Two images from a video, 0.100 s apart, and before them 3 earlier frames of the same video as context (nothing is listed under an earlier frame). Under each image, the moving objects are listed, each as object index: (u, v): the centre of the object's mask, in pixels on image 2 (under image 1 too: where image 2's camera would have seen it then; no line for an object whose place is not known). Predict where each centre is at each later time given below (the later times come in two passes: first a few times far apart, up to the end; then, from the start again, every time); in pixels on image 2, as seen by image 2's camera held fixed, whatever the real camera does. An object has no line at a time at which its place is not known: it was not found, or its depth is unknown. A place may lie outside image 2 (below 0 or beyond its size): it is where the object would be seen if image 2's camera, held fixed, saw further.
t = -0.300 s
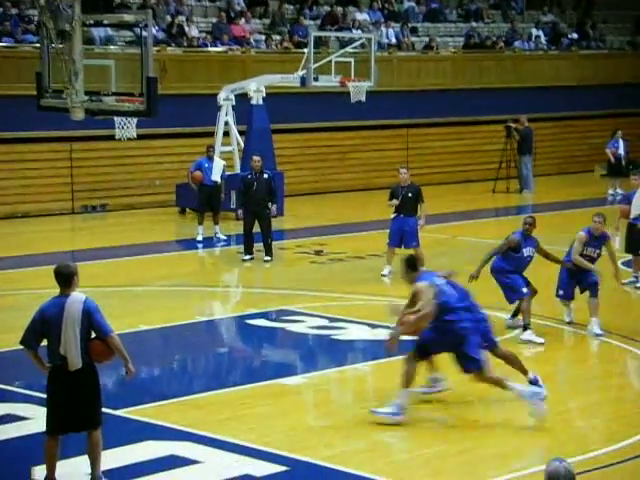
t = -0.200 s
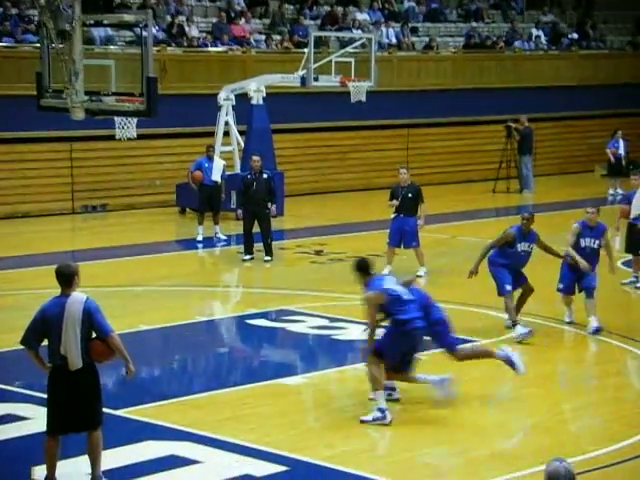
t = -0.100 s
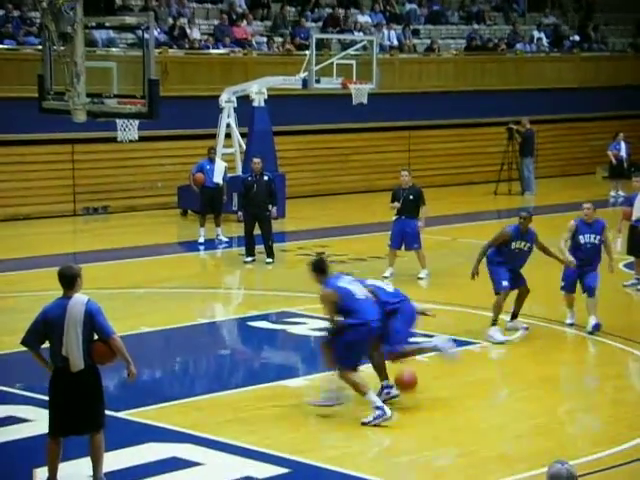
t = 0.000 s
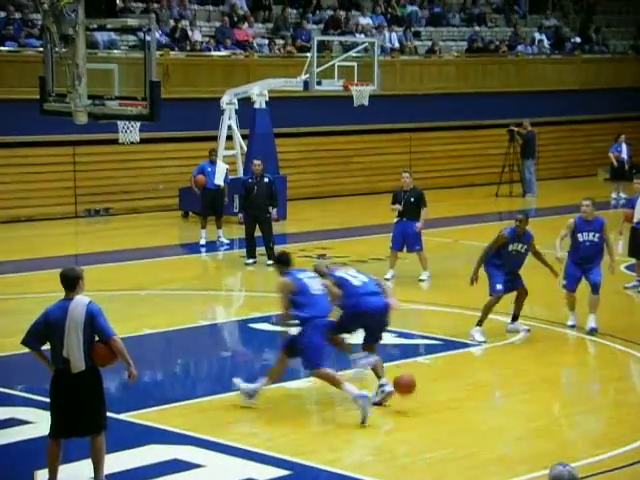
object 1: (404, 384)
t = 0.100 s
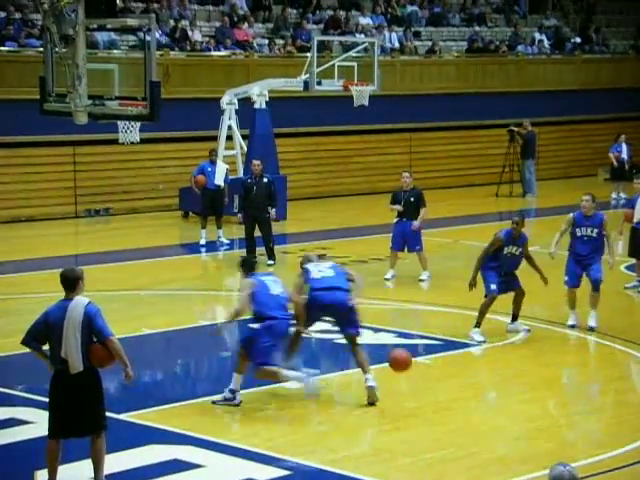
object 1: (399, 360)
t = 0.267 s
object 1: (391, 343)
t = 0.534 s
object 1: (376, 368)
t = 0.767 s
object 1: (362, 399)
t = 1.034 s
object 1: (347, 379)
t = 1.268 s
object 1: (333, 421)
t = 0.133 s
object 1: (397, 355)
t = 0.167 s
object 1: (396, 350)
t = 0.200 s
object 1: (395, 347)
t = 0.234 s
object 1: (393, 344)
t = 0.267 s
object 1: (391, 343)
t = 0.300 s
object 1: (389, 343)
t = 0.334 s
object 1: (388, 343)
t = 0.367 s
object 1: (386, 344)
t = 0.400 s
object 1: (384, 347)
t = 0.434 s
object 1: (382, 351)
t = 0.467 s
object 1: (381, 355)
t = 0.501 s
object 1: (378, 361)
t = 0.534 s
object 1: (376, 368)
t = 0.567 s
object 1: (374, 377)
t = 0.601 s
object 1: (372, 386)
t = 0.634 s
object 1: (370, 396)
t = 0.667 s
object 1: (368, 408)
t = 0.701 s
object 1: (366, 415)
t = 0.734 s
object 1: (364, 406)
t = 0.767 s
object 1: (362, 399)
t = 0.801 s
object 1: (360, 393)
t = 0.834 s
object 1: (359, 387)
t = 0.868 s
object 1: (357, 383)
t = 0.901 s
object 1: (355, 380)
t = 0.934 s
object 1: (353, 378)
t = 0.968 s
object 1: (351, 378)
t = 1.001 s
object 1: (349, 378)
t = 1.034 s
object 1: (347, 379)
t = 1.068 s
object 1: (345, 382)
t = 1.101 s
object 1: (343, 385)
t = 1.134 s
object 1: (341, 390)
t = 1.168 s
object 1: (339, 396)
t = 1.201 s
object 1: (337, 403)
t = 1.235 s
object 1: (335, 412)
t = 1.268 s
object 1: (333, 421)
